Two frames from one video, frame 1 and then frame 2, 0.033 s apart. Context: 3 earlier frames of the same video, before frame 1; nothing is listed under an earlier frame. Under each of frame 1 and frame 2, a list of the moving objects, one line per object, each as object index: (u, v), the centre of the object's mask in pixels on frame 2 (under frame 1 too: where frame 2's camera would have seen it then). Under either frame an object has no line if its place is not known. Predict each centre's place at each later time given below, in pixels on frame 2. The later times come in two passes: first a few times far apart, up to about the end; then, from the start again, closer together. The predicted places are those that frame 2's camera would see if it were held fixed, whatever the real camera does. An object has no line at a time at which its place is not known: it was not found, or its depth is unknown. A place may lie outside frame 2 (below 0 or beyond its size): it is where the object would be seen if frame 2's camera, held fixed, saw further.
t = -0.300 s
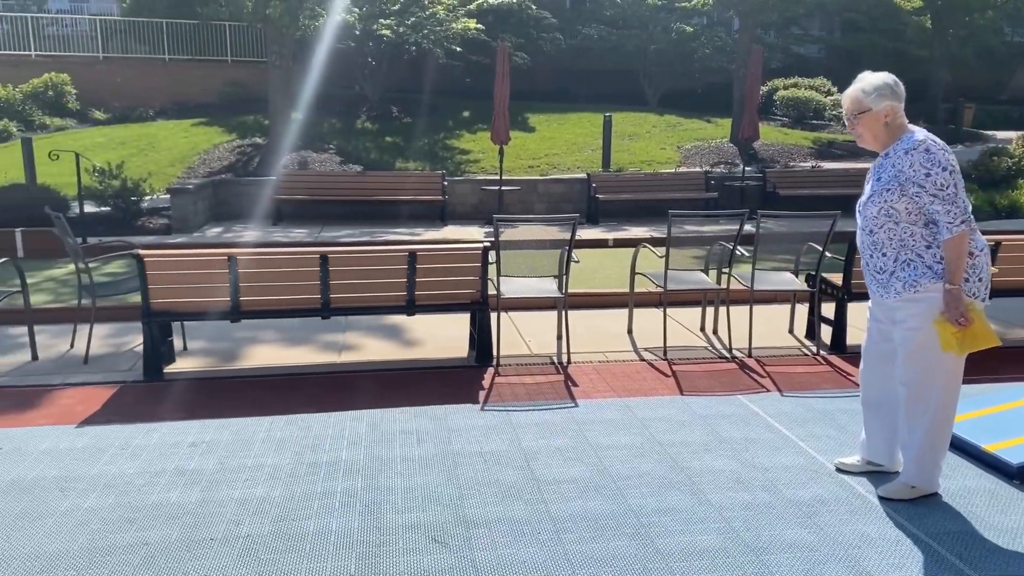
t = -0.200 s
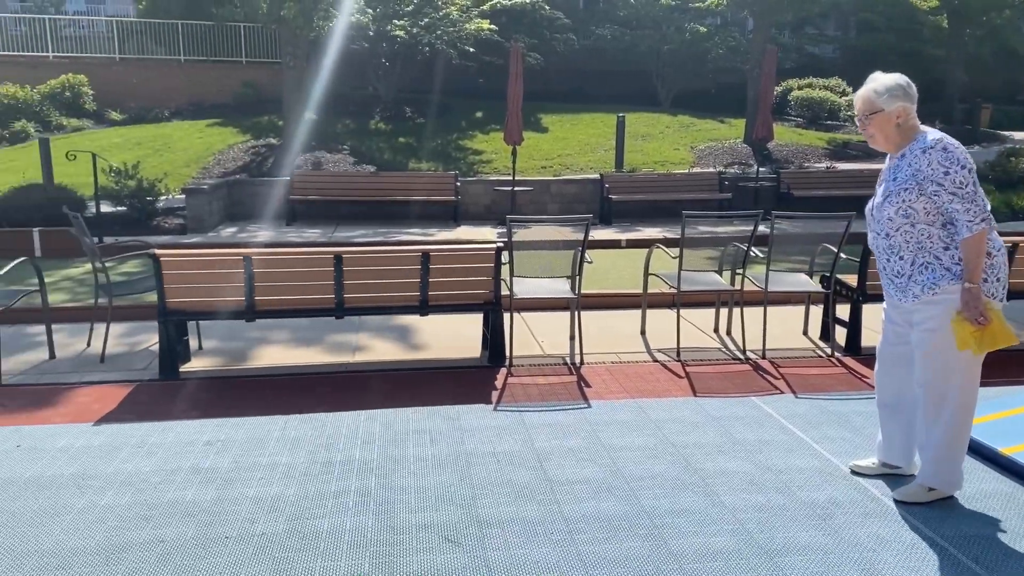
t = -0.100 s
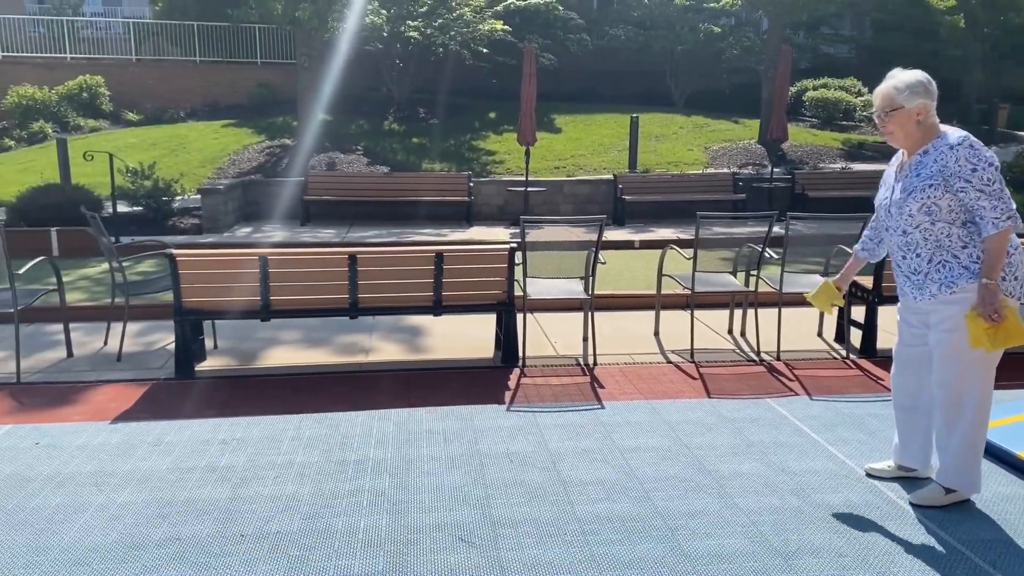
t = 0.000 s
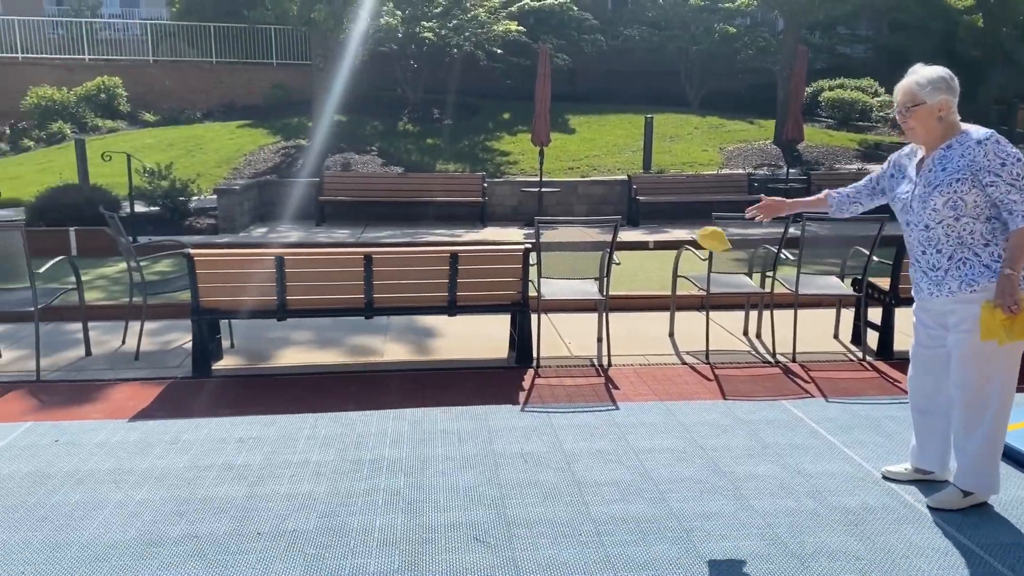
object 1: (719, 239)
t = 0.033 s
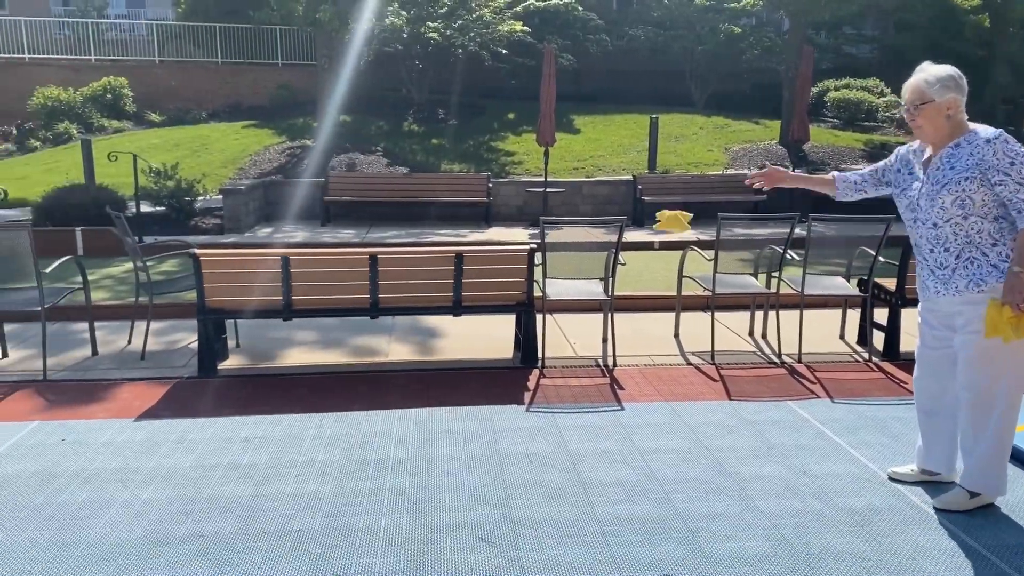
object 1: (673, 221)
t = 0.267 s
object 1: (336, 165)
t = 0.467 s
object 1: (15, 235)
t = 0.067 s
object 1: (628, 205)
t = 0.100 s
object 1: (581, 193)
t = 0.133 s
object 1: (534, 182)
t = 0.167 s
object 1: (486, 174)
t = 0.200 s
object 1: (436, 169)
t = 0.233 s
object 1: (387, 165)
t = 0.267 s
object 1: (336, 165)
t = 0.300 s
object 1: (285, 169)
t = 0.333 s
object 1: (233, 175)
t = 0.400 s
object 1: (125, 198)
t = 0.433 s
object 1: (70, 215)
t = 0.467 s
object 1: (15, 235)
